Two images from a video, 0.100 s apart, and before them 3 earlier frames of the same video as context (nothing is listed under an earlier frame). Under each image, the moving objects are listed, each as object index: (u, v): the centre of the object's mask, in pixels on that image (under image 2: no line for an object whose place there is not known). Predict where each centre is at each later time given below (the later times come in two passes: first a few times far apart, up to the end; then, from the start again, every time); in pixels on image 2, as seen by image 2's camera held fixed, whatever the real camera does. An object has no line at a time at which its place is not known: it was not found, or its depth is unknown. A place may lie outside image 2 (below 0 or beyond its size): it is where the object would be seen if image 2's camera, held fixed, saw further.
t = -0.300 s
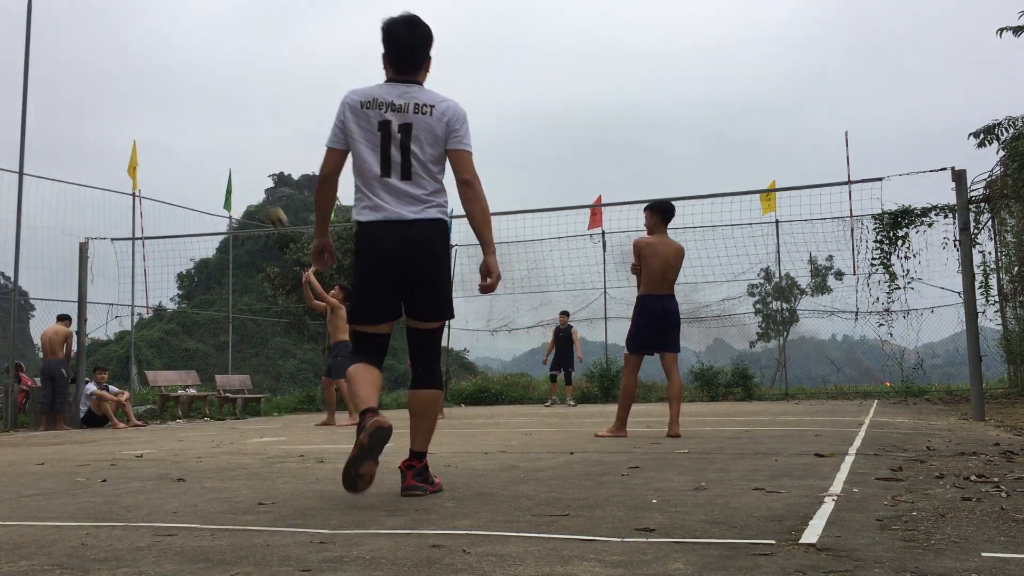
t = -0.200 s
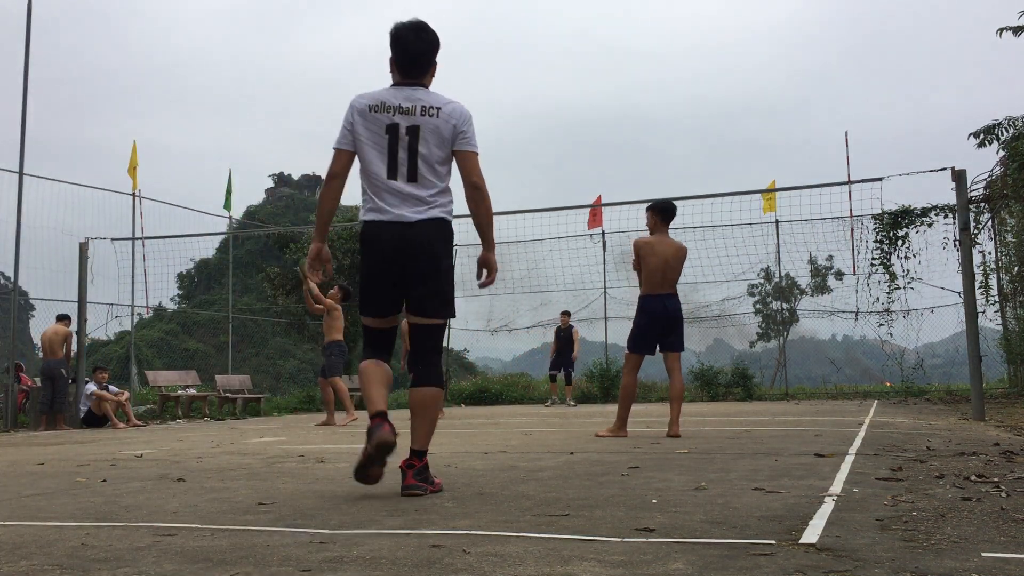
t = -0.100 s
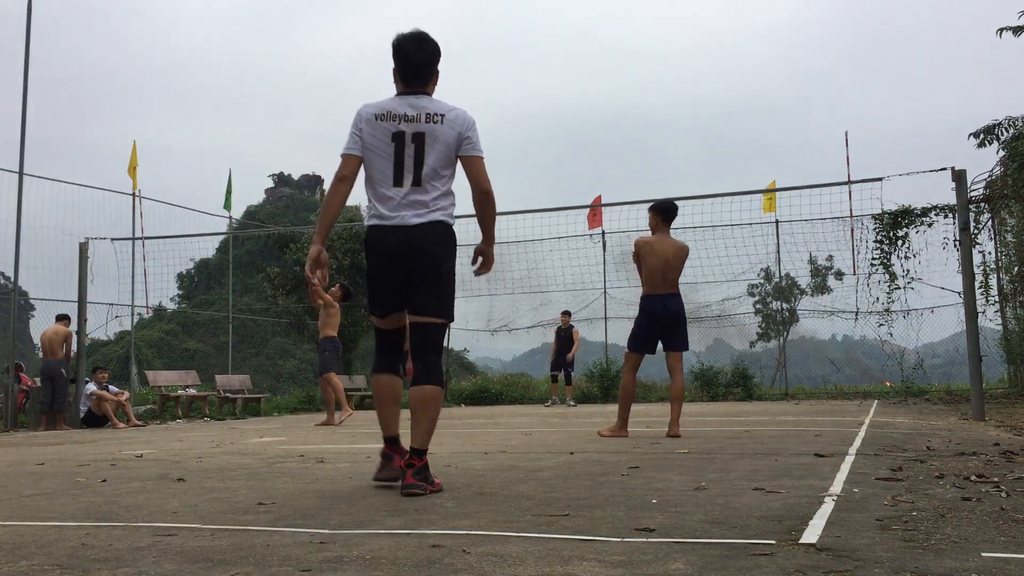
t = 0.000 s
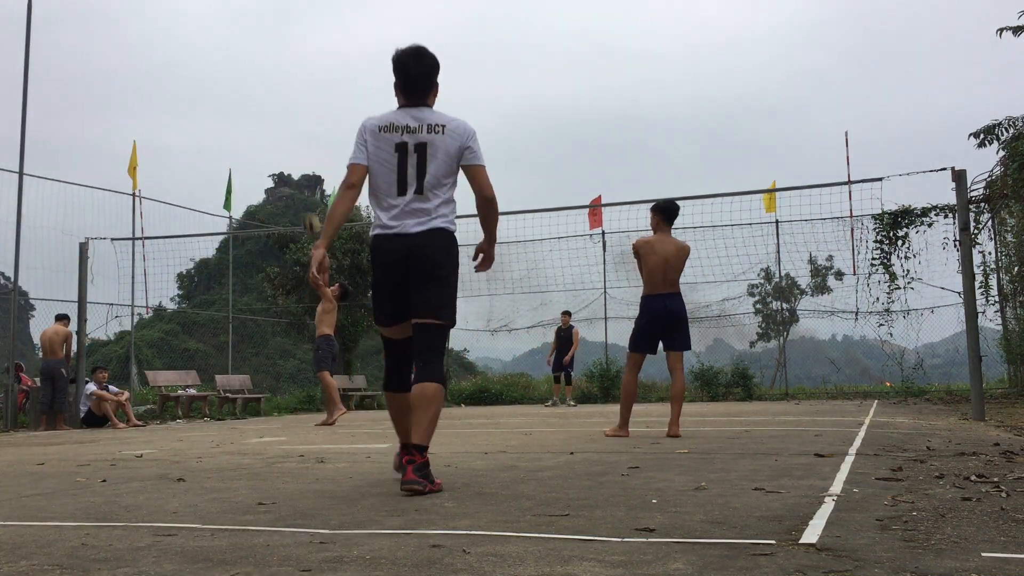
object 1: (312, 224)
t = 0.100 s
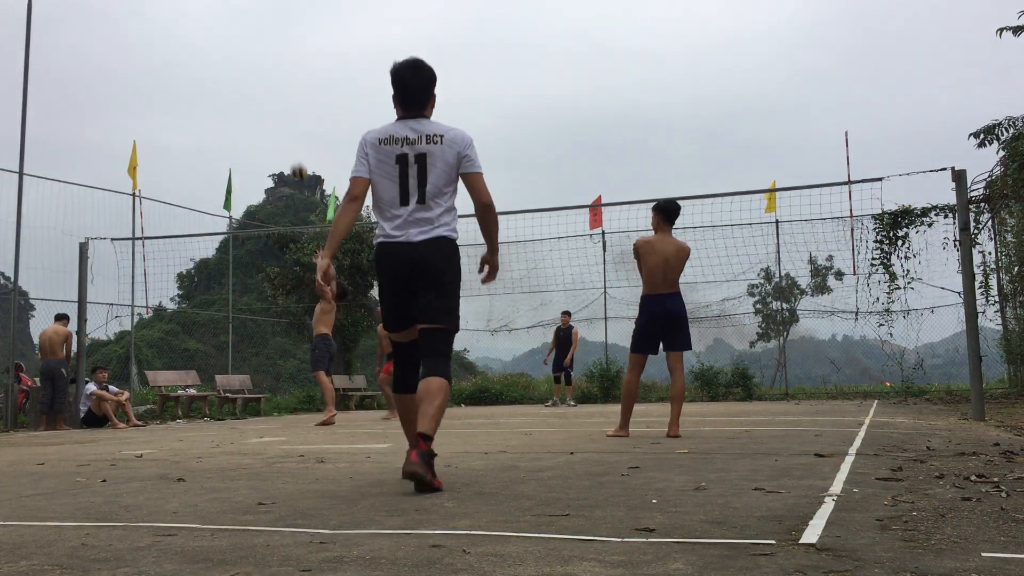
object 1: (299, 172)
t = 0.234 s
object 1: (283, 119)
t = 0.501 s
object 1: (253, 58)
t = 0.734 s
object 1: (229, 52)
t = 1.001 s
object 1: (202, 95)
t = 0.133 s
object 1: (295, 158)
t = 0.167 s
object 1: (291, 144)
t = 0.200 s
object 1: (287, 131)
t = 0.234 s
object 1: (283, 119)
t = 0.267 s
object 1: (279, 108)
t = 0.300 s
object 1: (275, 98)
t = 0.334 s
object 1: (272, 89)
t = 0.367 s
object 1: (268, 81)
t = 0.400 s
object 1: (264, 74)
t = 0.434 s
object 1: (261, 68)
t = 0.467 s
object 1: (257, 62)
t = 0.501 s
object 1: (253, 58)
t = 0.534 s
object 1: (250, 54)
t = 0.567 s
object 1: (246, 52)
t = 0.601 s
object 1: (243, 50)
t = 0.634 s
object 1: (239, 49)
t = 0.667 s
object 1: (236, 49)
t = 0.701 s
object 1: (232, 50)
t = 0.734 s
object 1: (229, 52)
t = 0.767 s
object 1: (226, 54)
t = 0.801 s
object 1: (222, 57)
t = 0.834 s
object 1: (219, 61)
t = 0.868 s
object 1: (215, 66)
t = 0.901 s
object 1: (212, 73)
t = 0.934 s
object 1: (208, 79)
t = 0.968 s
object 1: (205, 86)
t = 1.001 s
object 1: (202, 95)
